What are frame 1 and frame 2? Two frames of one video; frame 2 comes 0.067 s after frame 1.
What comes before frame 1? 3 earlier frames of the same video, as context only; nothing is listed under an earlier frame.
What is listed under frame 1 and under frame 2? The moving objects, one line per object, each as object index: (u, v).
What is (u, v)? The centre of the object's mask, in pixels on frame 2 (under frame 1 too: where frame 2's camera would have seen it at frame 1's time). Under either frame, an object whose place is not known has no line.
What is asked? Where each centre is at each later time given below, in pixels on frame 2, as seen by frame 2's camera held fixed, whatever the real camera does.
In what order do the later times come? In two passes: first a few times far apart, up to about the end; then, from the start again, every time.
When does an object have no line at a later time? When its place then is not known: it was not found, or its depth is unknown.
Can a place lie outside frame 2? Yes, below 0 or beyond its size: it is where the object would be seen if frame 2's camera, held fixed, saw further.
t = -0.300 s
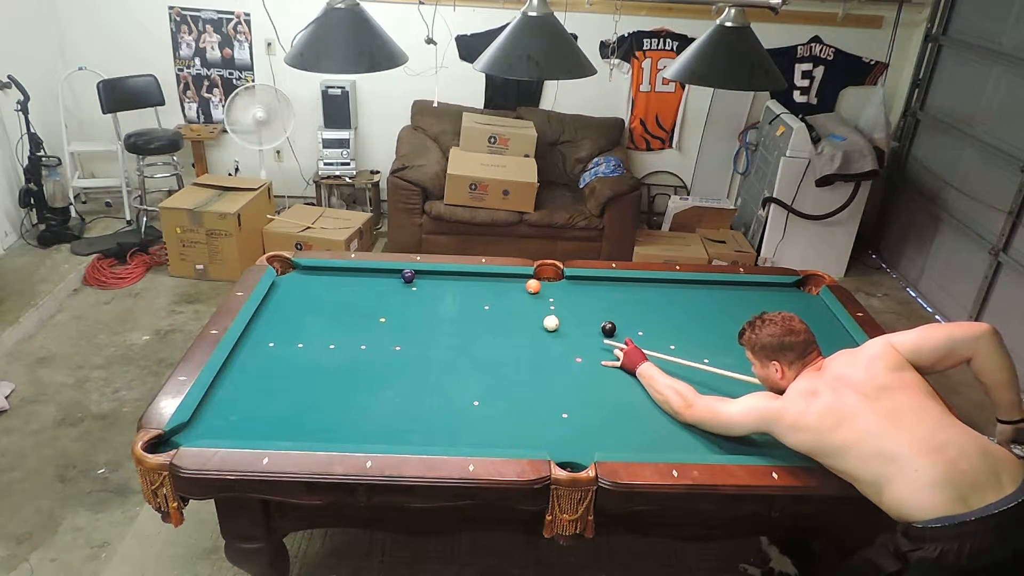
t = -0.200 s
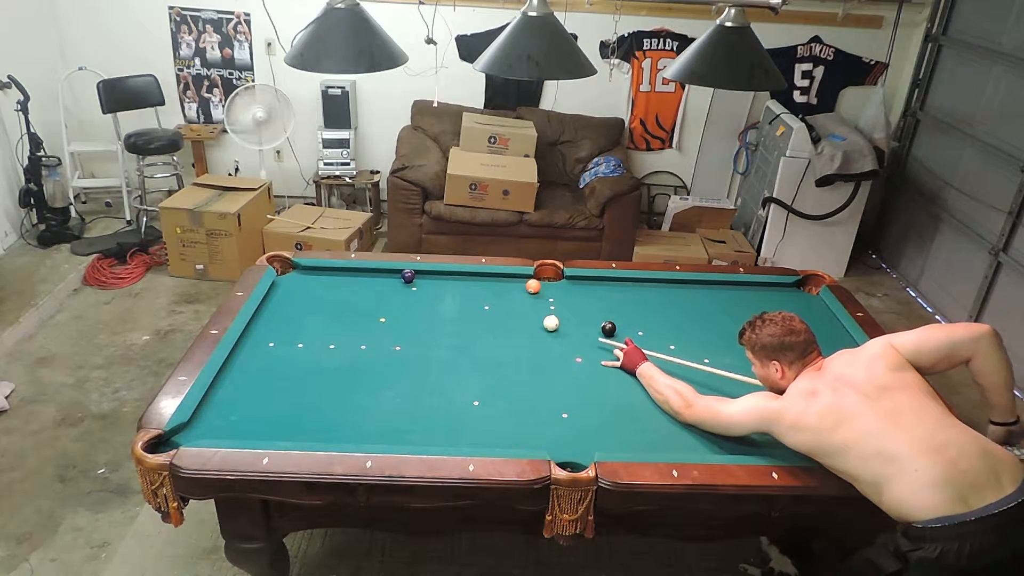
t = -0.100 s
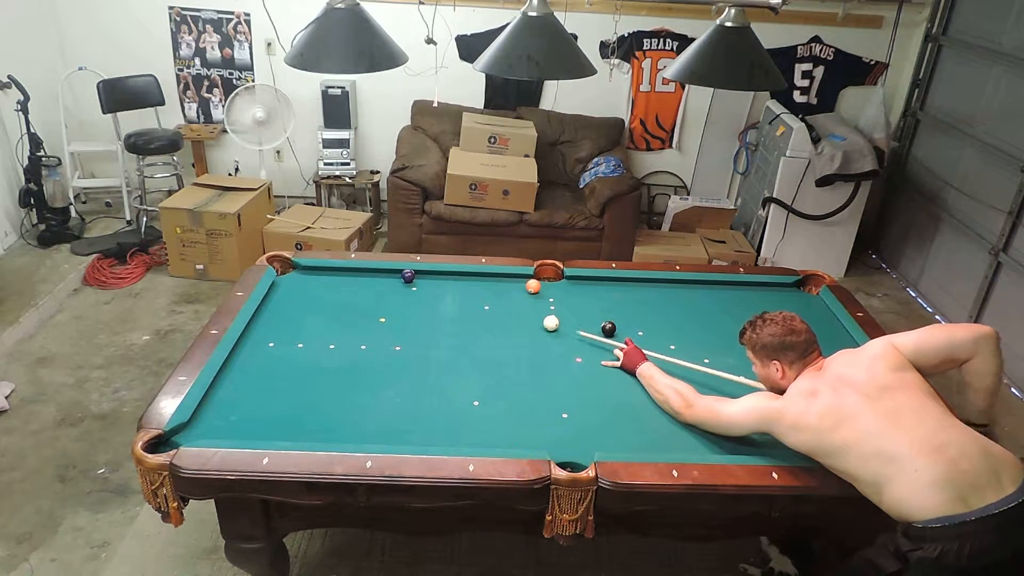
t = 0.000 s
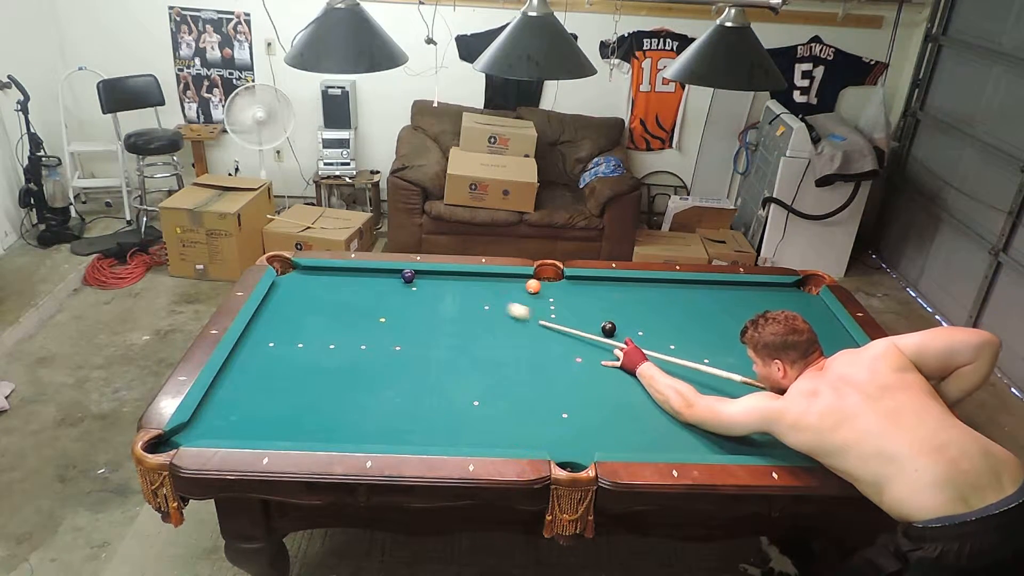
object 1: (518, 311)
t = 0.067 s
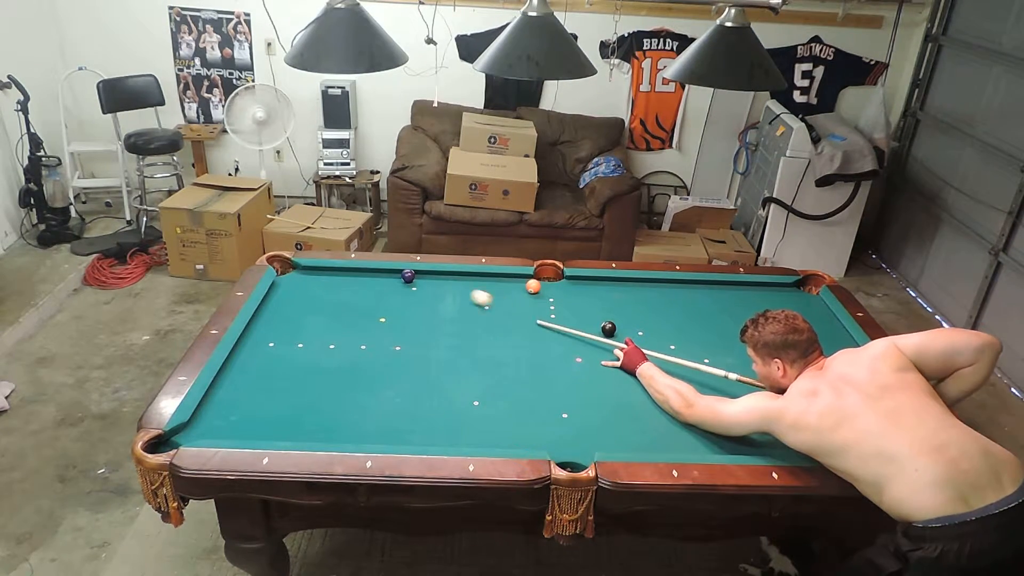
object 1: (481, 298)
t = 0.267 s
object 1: (425, 277)
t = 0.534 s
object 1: (436, 296)
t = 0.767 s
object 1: (446, 313)
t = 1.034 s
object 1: (459, 332)
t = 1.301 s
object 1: (473, 352)
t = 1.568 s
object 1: (487, 373)
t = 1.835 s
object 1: (503, 394)
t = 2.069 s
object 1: (517, 412)
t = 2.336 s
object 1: (533, 434)
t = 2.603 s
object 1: (549, 443)
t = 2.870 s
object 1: (560, 435)
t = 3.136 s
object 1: (571, 428)
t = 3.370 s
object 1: (578, 423)
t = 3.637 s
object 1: (585, 417)
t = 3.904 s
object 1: (589, 413)
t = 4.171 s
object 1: (593, 410)
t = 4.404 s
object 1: (596, 408)
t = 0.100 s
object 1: (464, 292)
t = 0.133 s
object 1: (448, 286)
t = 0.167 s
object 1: (434, 280)
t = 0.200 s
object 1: (422, 276)
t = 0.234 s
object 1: (423, 274)
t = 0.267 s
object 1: (425, 277)
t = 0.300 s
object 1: (426, 280)
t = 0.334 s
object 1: (428, 282)
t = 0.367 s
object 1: (429, 284)
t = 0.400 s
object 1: (430, 287)
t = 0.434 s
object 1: (432, 289)
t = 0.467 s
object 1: (433, 291)
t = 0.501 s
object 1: (434, 293)
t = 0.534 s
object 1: (436, 296)
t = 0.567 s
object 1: (437, 298)
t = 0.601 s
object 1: (439, 300)
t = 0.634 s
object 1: (440, 303)
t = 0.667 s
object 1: (442, 305)
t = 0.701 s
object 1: (443, 308)
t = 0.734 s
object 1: (445, 310)
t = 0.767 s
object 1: (446, 313)
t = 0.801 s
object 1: (448, 315)
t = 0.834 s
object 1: (449, 317)
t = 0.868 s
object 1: (451, 320)
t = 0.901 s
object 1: (452, 322)
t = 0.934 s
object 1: (454, 325)
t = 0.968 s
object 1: (455, 327)
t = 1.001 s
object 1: (457, 330)
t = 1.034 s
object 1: (459, 332)
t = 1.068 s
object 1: (461, 335)
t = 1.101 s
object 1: (462, 337)
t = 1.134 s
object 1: (464, 340)
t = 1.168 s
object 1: (466, 343)
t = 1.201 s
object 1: (467, 345)
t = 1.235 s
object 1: (469, 347)
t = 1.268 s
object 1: (471, 350)
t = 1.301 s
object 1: (473, 352)
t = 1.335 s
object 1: (474, 355)
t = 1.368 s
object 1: (476, 358)
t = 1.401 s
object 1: (478, 360)
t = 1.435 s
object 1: (480, 363)
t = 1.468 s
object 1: (482, 365)
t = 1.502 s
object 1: (484, 368)
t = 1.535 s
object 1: (485, 371)
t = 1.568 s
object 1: (487, 373)
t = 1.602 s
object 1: (489, 376)
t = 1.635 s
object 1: (491, 378)
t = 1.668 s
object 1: (493, 381)
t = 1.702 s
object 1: (495, 384)
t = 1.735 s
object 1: (497, 386)
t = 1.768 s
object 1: (499, 389)
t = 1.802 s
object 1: (501, 391)
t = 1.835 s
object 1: (503, 394)
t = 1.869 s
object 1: (505, 397)
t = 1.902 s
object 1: (507, 399)
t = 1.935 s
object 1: (509, 402)
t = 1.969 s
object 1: (511, 404)
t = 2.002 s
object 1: (513, 407)
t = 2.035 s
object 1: (515, 410)
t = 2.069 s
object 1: (517, 412)
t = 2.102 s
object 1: (519, 415)
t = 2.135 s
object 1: (521, 418)
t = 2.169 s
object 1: (523, 420)
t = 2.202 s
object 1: (525, 423)
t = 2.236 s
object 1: (527, 426)
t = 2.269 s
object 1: (529, 428)
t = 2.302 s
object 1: (531, 431)
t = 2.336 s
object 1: (533, 434)
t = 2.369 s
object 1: (535, 436)
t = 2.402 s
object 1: (538, 439)
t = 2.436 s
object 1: (539, 441)
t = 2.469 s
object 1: (542, 443)
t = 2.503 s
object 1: (544, 444)
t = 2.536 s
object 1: (546, 444)
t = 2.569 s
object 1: (547, 444)
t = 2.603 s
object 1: (549, 443)
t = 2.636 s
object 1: (550, 442)
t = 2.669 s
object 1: (552, 441)
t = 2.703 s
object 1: (553, 440)
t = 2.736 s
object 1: (555, 439)
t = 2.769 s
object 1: (556, 438)
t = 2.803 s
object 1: (558, 437)
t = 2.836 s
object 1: (559, 436)
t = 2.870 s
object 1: (560, 435)
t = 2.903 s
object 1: (562, 434)
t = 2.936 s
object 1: (563, 433)
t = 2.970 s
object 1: (565, 432)
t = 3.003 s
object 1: (566, 431)
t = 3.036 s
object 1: (567, 431)
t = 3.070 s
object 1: (568, 430)
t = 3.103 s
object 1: (570, 429)
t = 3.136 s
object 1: (571, 428)
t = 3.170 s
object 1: (572, 427)
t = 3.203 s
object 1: (573, 427)
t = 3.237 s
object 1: (574, 426)
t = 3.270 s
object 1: (575, 425)
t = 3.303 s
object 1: (576, 424)
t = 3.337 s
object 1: (577, 423)
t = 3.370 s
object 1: (578, 423)
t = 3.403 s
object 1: (579, 422)
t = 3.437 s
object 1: (580, 421)
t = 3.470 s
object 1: (581, 421)
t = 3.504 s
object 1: (581, 420)
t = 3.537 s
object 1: (582, 419)
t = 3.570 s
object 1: (583, 419)
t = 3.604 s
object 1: (584, 418)
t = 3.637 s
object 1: (585, 417)
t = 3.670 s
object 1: (585, 417)
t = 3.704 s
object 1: (586, 416)
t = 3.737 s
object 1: (586, 416)
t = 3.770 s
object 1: (587, 415)
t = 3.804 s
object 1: (588, 415)
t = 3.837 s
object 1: (588, 414)
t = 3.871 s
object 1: (589, 414)
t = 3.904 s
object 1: (589, 413)
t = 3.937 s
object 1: (590, 413)
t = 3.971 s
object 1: (590, 412)
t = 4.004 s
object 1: (591, 412)
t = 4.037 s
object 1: (591, 411)
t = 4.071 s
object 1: (592, 411)
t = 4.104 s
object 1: (592, 410)
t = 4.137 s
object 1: (593, 410)
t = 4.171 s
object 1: (593, 410)
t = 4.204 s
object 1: (594, 409)
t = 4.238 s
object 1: (594, 409)
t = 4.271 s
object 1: (595, 409)
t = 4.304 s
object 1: (595, 409)
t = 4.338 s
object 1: (595, 408)
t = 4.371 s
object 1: (596, 408)
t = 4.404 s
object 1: (596, 408)
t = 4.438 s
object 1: (596, 408)
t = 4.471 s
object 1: (597, 408)
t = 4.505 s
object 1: (597, 407)
